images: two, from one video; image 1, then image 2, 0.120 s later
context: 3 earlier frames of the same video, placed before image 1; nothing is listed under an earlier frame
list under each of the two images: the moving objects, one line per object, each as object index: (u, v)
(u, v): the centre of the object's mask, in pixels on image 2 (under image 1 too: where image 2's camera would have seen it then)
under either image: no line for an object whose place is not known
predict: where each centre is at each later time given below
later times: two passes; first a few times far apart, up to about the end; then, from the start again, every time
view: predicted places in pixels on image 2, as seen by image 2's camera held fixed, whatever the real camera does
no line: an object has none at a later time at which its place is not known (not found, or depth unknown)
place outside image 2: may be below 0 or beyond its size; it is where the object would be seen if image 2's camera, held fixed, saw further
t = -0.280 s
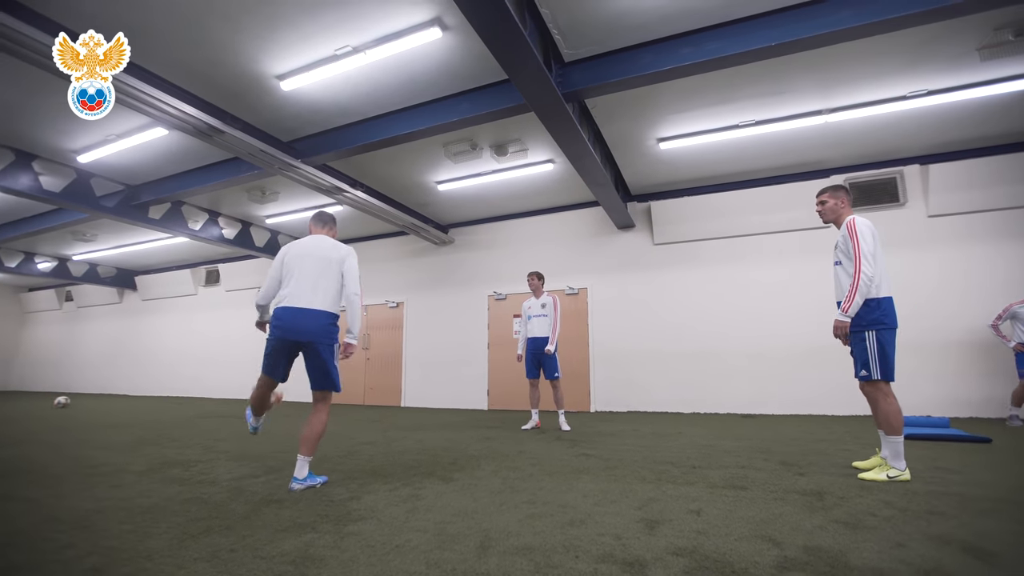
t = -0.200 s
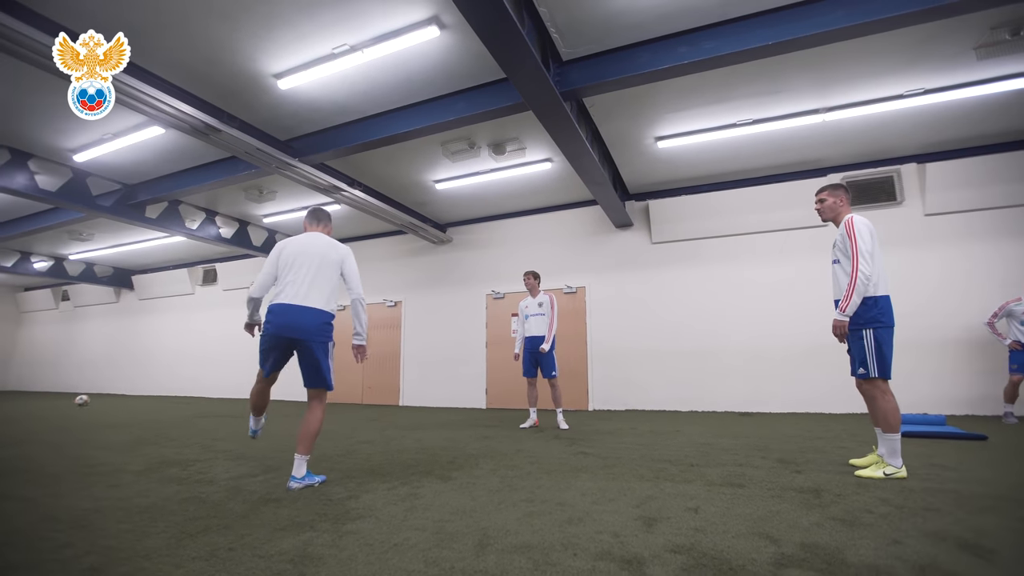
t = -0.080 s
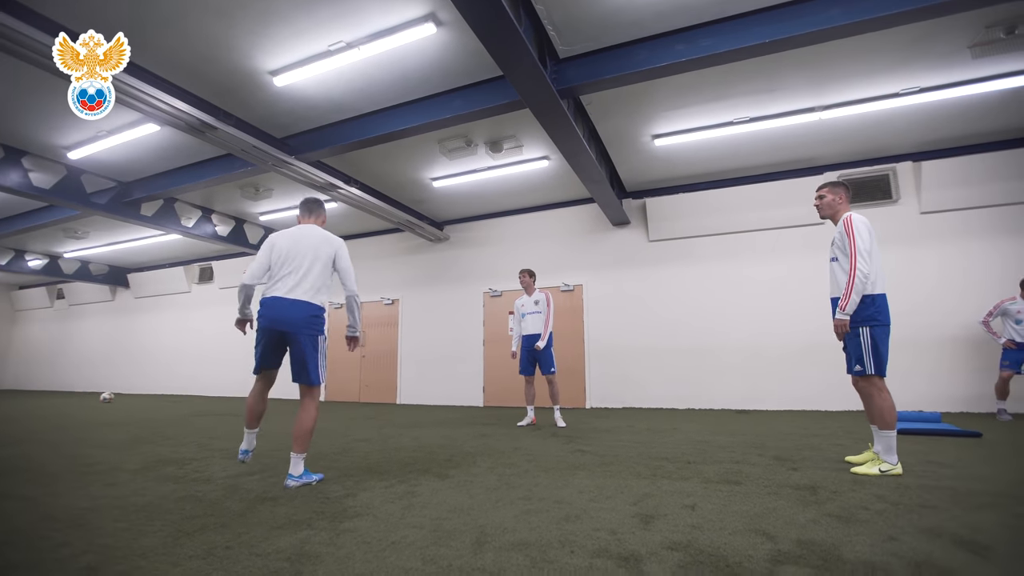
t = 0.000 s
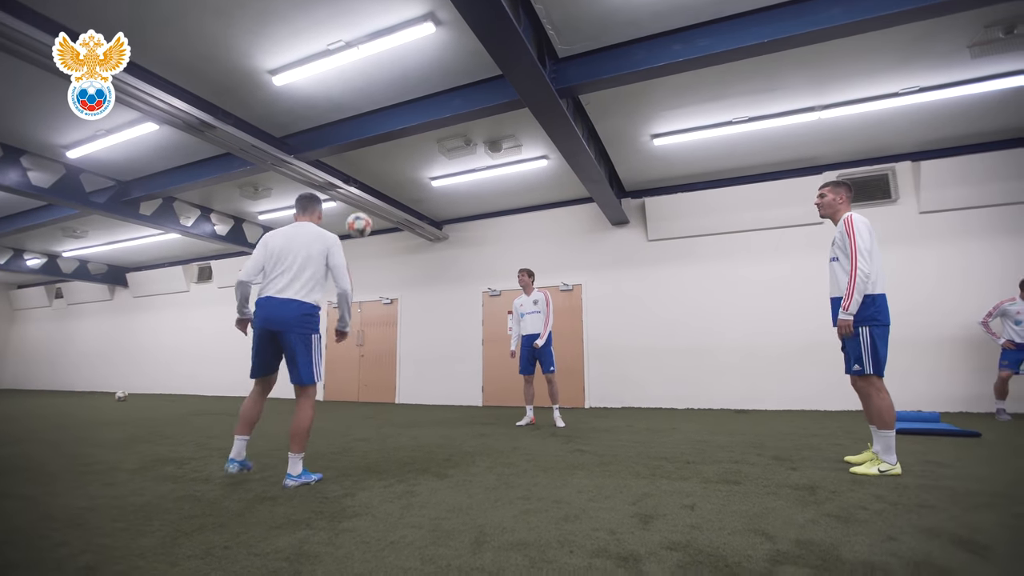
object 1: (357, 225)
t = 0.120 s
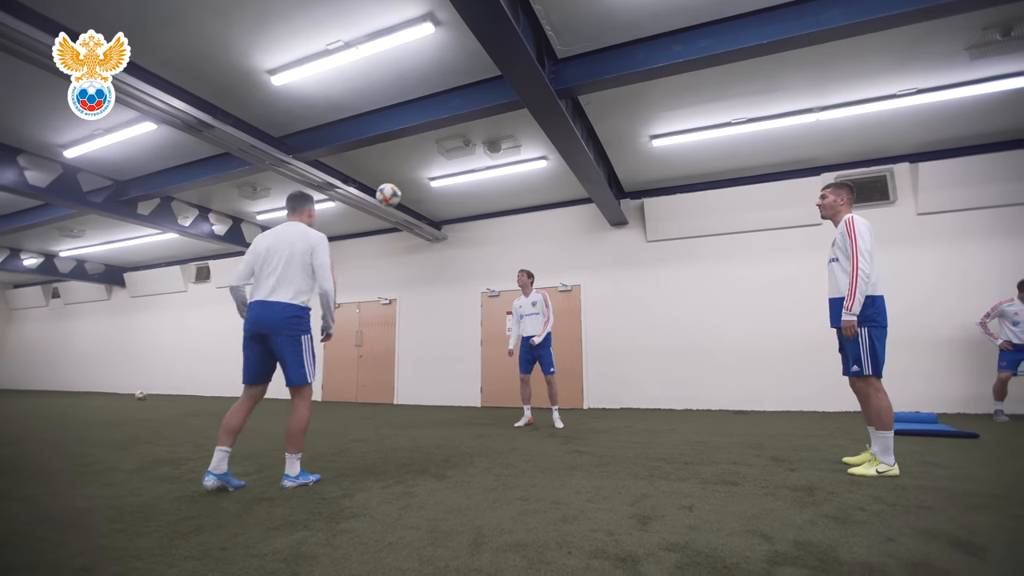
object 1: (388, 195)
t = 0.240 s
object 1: (414, 181)
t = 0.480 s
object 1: (457, 196)
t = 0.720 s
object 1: (491, 253)
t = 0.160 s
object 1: (397, 188)
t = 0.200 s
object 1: (406, 184)
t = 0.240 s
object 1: (414, 181)
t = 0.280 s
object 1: (421, 180)
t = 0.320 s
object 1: (429, 181)
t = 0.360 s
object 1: (436, 183)
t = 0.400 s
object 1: (443, 185)
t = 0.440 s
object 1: (451, 191)
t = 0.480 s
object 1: (457, 196)
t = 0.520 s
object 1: (463, 203)
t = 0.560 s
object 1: (469, 211)
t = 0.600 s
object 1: (474, 219)
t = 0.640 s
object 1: (480, 229)
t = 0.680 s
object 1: (485, 240)
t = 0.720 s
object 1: (491, 253)
